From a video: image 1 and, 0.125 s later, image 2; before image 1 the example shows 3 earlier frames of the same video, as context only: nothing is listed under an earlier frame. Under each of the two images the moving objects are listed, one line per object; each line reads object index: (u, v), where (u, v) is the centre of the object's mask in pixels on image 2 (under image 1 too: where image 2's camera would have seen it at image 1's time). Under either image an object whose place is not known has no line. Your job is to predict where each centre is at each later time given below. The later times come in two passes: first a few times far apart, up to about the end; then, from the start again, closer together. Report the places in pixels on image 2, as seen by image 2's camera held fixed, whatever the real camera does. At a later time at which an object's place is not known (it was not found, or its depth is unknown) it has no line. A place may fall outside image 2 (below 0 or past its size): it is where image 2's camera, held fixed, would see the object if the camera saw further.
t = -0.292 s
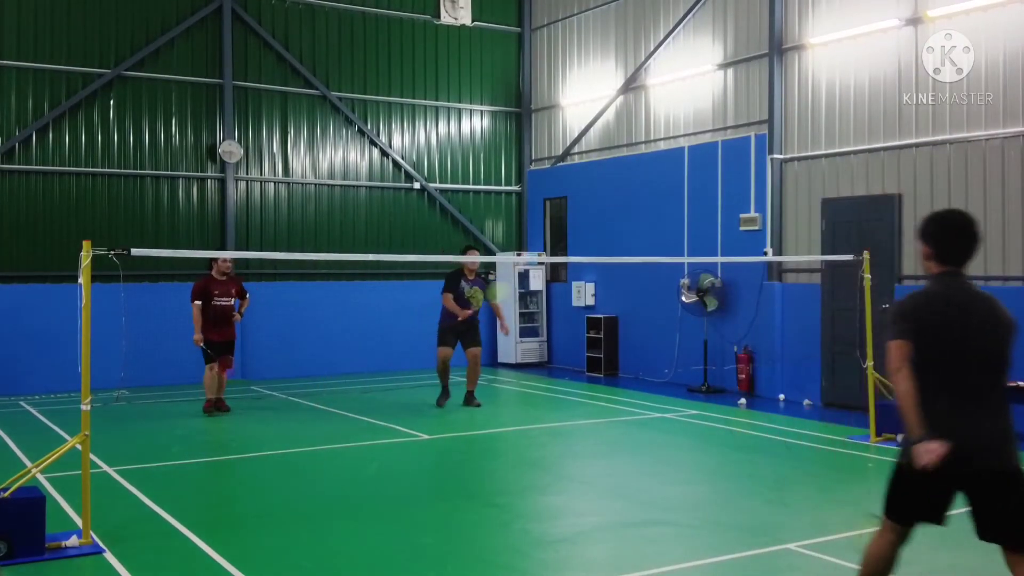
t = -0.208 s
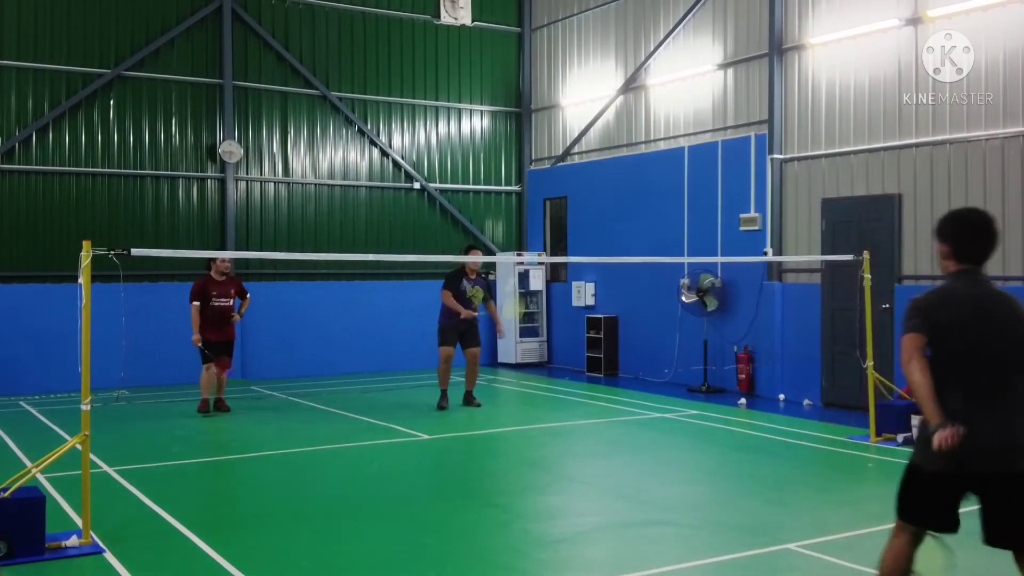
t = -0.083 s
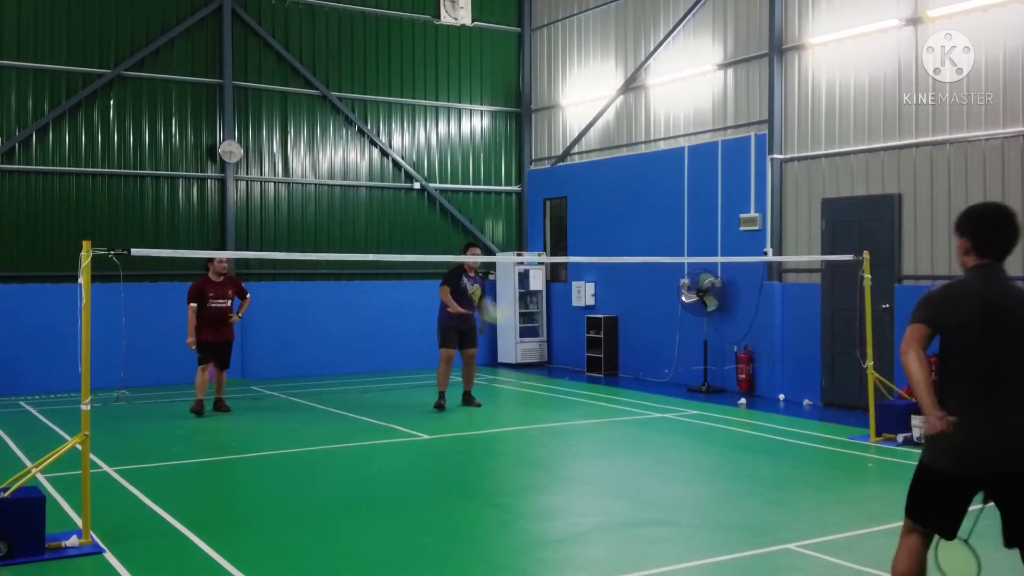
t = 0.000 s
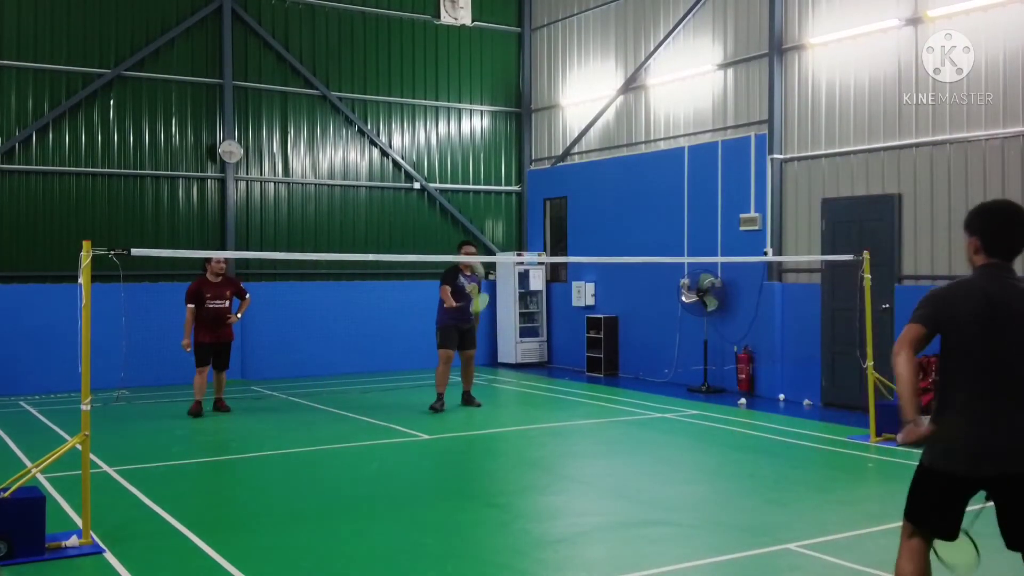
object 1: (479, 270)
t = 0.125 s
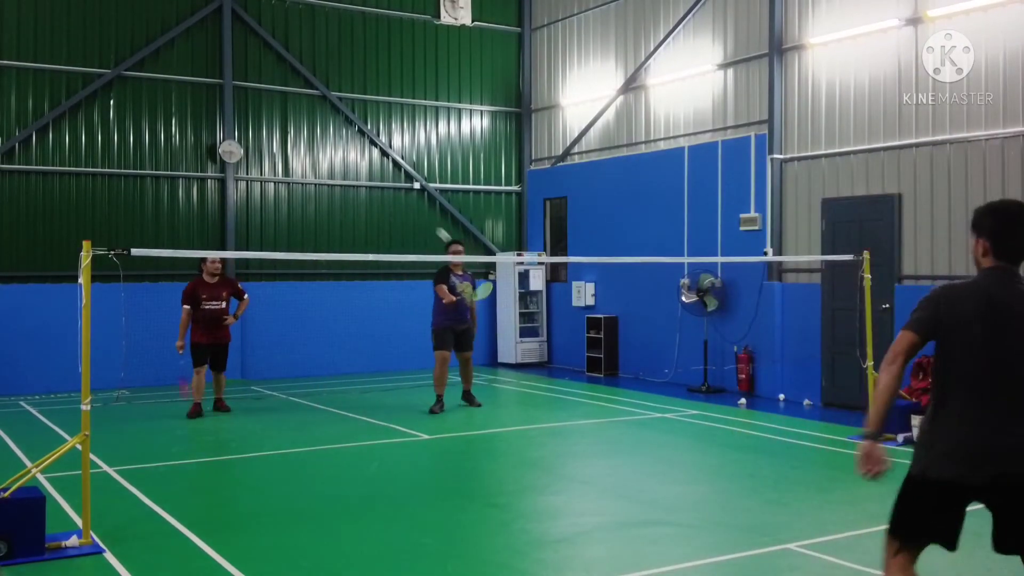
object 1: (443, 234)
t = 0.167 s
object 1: (434, 227)
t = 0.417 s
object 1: (367, 227)
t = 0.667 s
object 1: (293, 329)
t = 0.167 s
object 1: (434, 227)
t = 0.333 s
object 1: (391, 216)
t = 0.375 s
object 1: (379, 220)
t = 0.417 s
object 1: (367, 227)
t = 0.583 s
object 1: (319, 282)
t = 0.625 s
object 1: (305, 304)
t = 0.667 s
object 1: (293, 329)
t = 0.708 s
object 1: (280, 358)
